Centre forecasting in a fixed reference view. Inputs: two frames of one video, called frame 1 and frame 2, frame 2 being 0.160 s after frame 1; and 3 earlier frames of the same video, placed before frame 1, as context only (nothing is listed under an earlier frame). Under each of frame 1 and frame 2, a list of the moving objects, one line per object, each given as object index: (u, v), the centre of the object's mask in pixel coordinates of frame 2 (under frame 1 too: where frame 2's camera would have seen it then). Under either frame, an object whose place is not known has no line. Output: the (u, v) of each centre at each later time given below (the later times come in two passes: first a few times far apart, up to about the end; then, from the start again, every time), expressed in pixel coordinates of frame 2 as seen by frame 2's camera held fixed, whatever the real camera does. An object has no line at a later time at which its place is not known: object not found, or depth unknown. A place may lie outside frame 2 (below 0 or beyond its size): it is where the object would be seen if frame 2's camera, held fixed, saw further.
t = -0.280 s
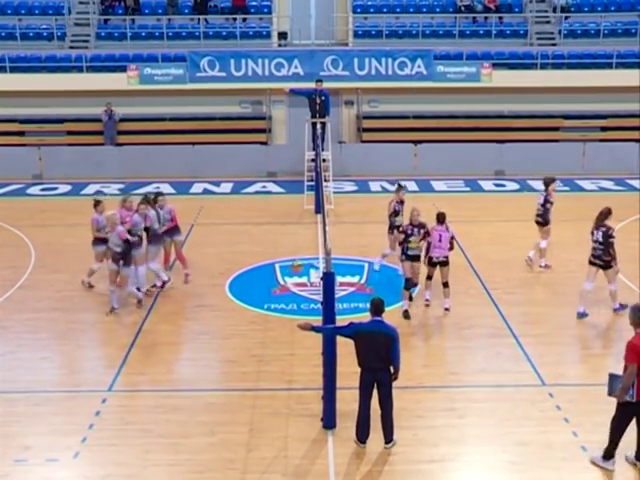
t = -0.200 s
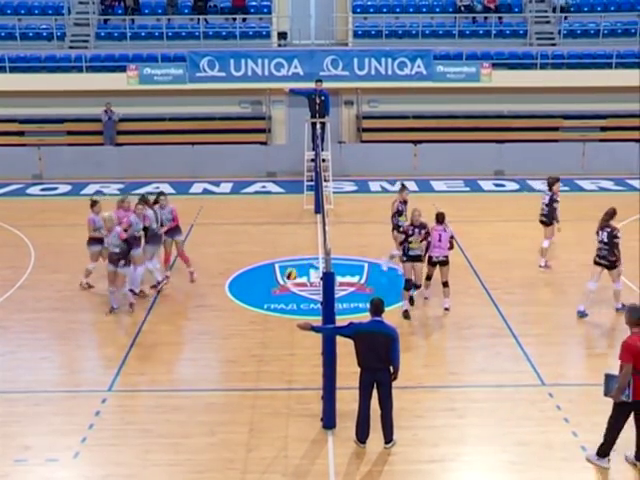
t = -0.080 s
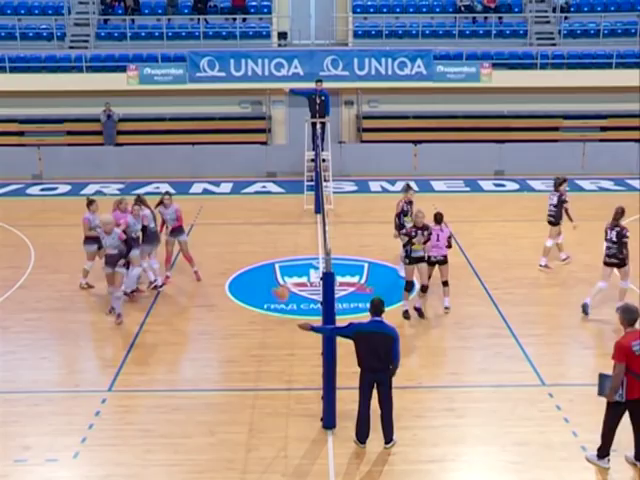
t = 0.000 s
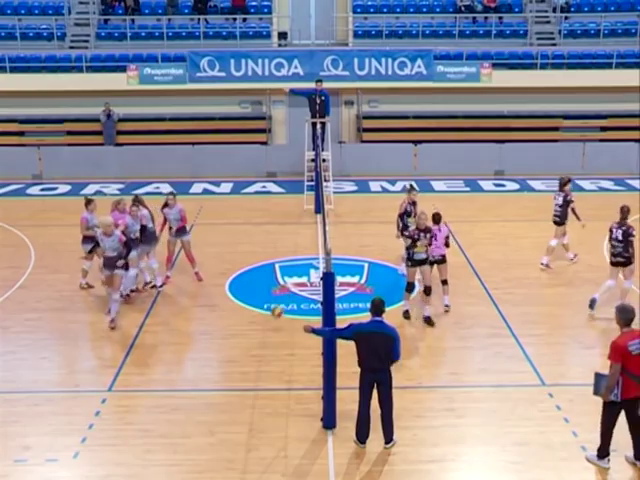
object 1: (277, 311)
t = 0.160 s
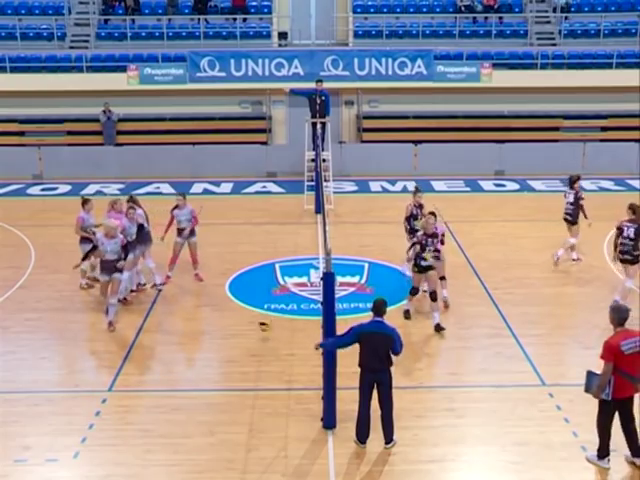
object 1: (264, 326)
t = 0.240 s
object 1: (258, 318)
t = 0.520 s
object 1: (235, 323)
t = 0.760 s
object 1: (215, 368)
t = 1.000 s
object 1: (192, 360)
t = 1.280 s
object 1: (167, 389)
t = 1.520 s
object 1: (143, 403)
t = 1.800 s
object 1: (113, 432)
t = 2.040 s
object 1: (84, 444)
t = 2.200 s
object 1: (65, 463)
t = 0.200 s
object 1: (261, 320)
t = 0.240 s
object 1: (258, 318)
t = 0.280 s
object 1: (254, 316)
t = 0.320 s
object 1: (252, 315)
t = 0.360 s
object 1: (248, 314)
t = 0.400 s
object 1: (246, 315)
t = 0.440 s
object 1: (242, 316)
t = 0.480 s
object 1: (238, 319)
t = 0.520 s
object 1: (235, 323)
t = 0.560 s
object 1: (231, 328)
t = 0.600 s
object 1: (228, 335)
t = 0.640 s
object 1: (225, 341)
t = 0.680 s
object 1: (222, 349)
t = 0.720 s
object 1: (218, 358)
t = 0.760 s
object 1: (215, 368)
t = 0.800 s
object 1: (211, 371)
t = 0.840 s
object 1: (207, 367)
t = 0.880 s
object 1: (204, 364)
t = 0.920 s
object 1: (200, 362)
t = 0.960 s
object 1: (196, 361)
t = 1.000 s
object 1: (192, 360)
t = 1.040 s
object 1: (189, 361)
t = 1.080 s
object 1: (185, 363)
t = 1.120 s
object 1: (181, 366)
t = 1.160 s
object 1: (177, 370)
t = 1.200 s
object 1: (175, 375)
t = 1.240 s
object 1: (171, 382)
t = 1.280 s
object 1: (167, 389)
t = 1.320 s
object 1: (163, 398)
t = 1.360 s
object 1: (159, 410)
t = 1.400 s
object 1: (156, 408)
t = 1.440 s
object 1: (151, 405)
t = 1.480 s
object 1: (146, 403)
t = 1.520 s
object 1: (143, 403)
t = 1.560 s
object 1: (138, 403)
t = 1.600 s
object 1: (134, 405)
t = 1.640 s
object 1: (129, 408)
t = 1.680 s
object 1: (126, 411)
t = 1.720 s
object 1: (121, 417)
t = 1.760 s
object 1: (117, 423)
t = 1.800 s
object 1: (113, 432)
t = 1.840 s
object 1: (109, 441)
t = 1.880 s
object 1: (105, 445)
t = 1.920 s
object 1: (100, 443)
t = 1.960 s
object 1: (94, 442)
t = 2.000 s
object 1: (89, 442)
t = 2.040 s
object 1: (84, 444)
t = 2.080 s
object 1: (79, 447)
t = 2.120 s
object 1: (75, 451)
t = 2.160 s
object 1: (70, 456)
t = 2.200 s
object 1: (65, 463)
